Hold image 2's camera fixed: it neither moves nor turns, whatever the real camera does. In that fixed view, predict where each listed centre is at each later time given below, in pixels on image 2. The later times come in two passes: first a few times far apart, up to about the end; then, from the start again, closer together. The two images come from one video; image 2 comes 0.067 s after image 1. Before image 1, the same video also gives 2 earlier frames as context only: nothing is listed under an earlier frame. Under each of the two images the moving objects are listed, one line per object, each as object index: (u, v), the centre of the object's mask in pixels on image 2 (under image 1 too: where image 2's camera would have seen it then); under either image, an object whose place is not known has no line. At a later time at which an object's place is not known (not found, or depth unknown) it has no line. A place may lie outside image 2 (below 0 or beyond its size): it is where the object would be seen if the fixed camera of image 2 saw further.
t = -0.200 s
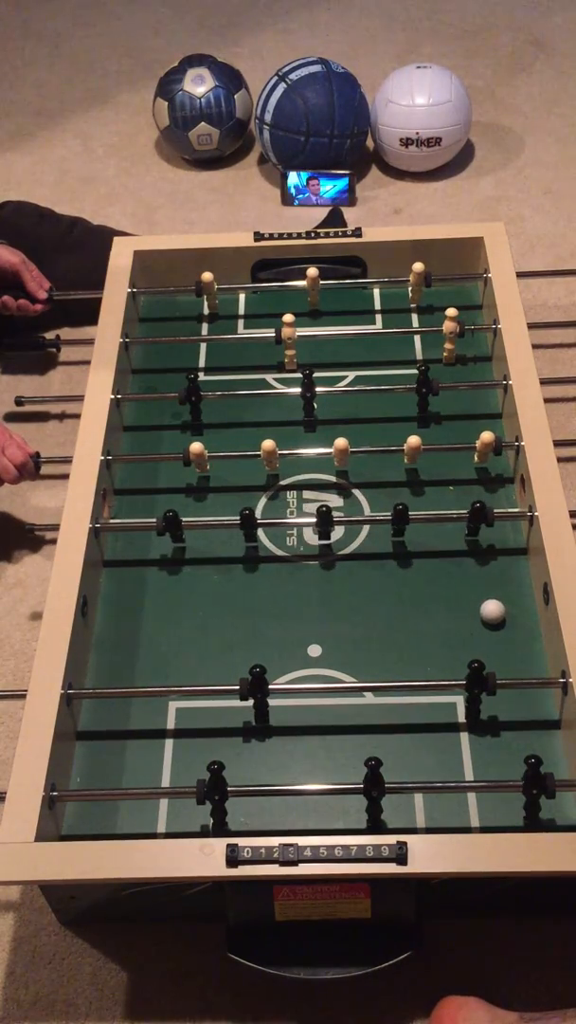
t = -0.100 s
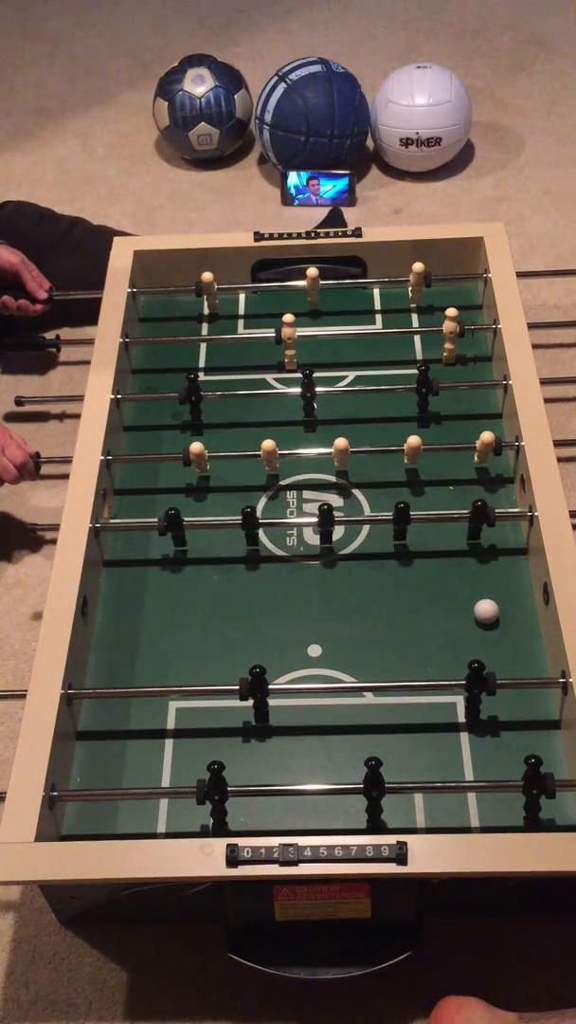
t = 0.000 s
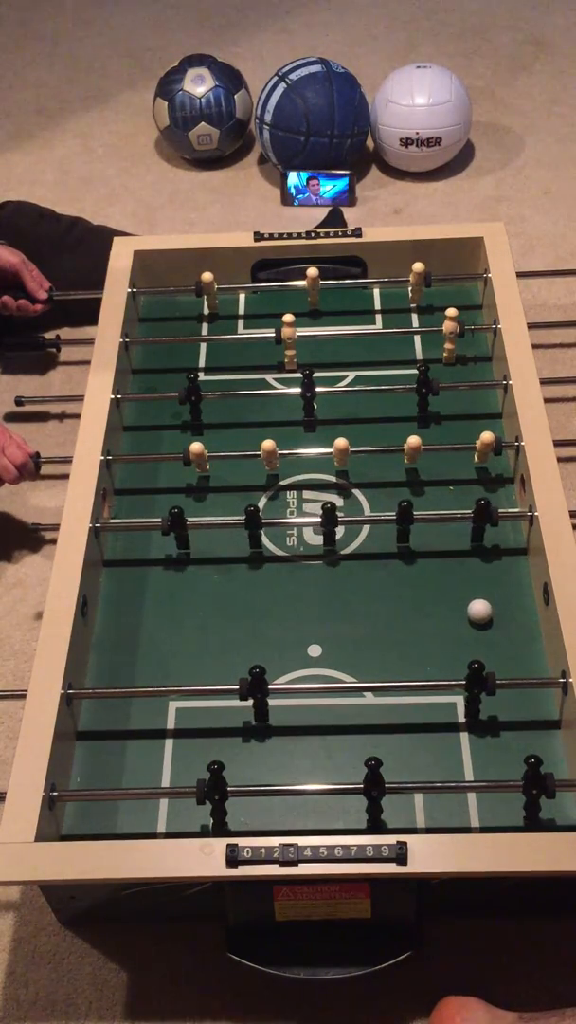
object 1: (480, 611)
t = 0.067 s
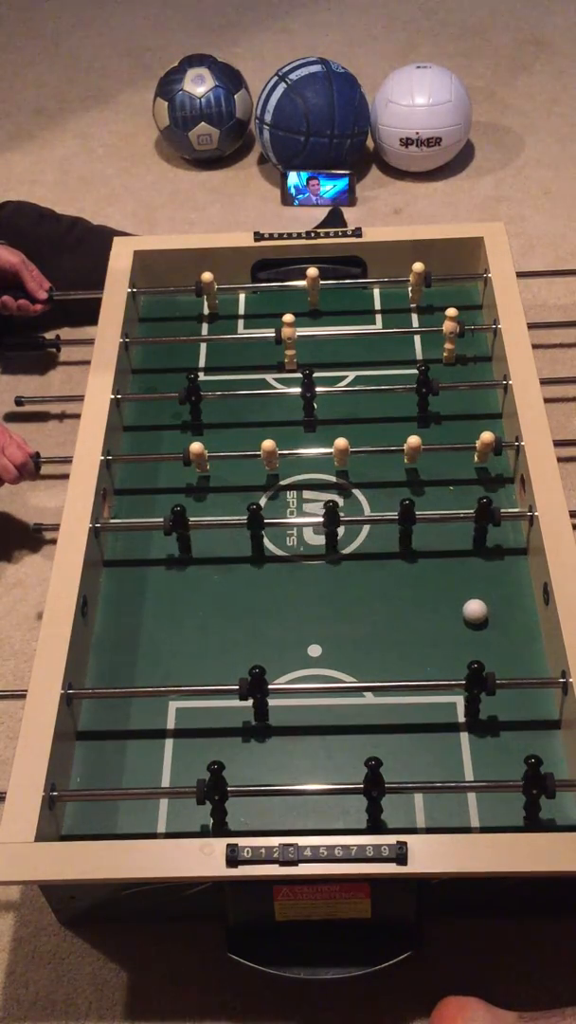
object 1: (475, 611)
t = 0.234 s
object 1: (463, 613)
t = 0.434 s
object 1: (447, 614)
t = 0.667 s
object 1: (428, 616)
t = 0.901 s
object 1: (407, 616)
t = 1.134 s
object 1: (386, 616)
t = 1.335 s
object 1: (366, 616)
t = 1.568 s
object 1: (343, 618)
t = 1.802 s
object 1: (319, 620)
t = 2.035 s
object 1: (294, 624)
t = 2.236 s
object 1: (272, 627)
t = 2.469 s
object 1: (247, 628)
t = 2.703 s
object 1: (221, 630)
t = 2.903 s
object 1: (198, 631)
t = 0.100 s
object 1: (473, 612)
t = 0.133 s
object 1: (470, 612)
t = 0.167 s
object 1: (468, 612)
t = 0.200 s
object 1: (466, 612)
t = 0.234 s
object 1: (463, 613)
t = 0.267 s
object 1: (460, 613)
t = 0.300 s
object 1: (458, 613)
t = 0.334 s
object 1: (455, 613)
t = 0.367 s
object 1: (453, 613)
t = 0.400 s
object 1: (450, 614)
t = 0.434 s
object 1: (447, 614)
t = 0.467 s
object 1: (445, 614)
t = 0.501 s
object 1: (442, 614)
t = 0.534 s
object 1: (439, 615)
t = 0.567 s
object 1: (437, 615)
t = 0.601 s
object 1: (434, 615)
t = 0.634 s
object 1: (431, 616)
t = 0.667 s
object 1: (428, 616)
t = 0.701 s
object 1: (425, 616)
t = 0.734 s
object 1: (422, 616)
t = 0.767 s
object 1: (419, 616)
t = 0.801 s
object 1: (416, 616)
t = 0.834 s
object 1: (413, 616)
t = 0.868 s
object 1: (410, 616)
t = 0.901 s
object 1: (407, 616)
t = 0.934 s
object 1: (404, 616)
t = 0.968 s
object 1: (401, 616)
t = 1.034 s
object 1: (395, 616)
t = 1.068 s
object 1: (392, 616)
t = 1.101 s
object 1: (389, 616)
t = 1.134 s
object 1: (386, 616)
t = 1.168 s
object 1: (382, 616)
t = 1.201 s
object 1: (379, 616)
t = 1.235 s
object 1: (376, 616)
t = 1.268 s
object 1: (373, 616)
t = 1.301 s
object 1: (369, 616)
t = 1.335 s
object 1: (366, 616)
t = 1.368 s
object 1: (363, 616)
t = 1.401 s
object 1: (359, 616)
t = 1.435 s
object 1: (356, 616)
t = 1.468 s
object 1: (353, 617)
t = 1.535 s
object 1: (346, 617)
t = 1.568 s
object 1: (343, 618)
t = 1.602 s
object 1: (339, 618)
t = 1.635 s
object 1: (336, 618)
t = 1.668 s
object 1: (332, 619)
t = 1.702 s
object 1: (329, 619)
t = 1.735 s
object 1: (325, 619)
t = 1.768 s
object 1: (322, 620)
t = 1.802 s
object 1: (319, 620)
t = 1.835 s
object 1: (315, 621)
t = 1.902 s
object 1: (308, 622)
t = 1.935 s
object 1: (305, 622)
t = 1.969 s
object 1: (301, 623)
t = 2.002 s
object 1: (298, 624)
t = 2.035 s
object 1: (294, 624)
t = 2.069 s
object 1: (291, 625)
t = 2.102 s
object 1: (287, 625)
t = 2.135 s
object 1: (283, 626)
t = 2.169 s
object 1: (280, 626)
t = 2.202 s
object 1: (276, 627)
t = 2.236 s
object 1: (272, 627)
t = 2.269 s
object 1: (269, 627)
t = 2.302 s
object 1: (265, 627)
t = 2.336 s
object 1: (261, 627)
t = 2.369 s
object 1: (258, 628)
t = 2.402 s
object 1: (254, 628)
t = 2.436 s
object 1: (251, 628)
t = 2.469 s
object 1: (247, 628)
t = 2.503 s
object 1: (243, 629)
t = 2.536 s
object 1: (239, 629)
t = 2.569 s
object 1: (236, 629)
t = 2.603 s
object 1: (232, 629)
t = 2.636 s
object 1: (228, 630)
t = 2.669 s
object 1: (224, 630)
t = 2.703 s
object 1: (221, 630)
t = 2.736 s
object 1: (217, 630)
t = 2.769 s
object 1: (213, 631)
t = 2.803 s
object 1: (209, 631)
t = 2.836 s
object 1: (205, 631)
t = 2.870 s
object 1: (201, 631)
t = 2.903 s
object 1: (198, 631)
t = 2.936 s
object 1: (194, 632)
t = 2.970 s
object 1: (190, 632)
